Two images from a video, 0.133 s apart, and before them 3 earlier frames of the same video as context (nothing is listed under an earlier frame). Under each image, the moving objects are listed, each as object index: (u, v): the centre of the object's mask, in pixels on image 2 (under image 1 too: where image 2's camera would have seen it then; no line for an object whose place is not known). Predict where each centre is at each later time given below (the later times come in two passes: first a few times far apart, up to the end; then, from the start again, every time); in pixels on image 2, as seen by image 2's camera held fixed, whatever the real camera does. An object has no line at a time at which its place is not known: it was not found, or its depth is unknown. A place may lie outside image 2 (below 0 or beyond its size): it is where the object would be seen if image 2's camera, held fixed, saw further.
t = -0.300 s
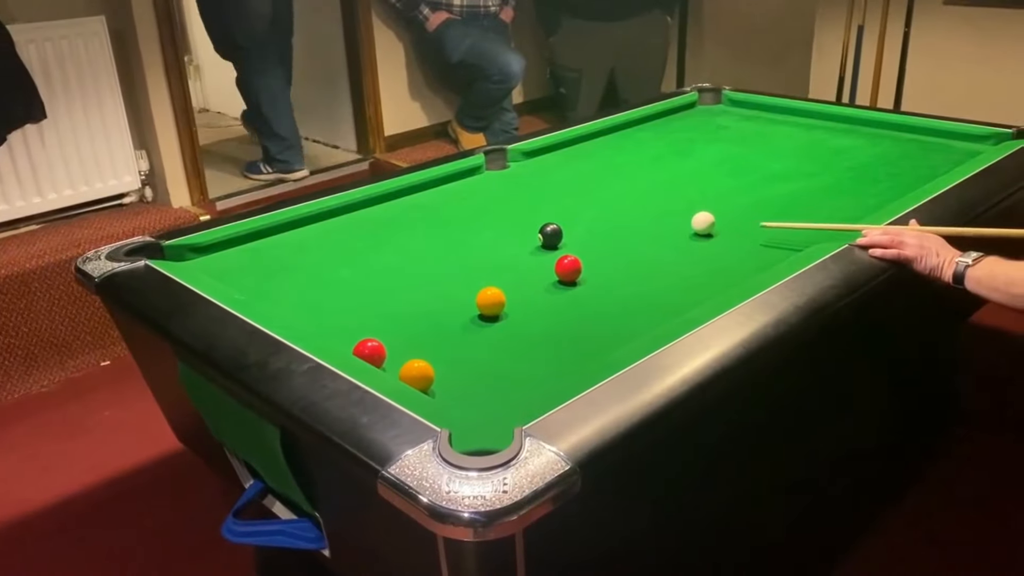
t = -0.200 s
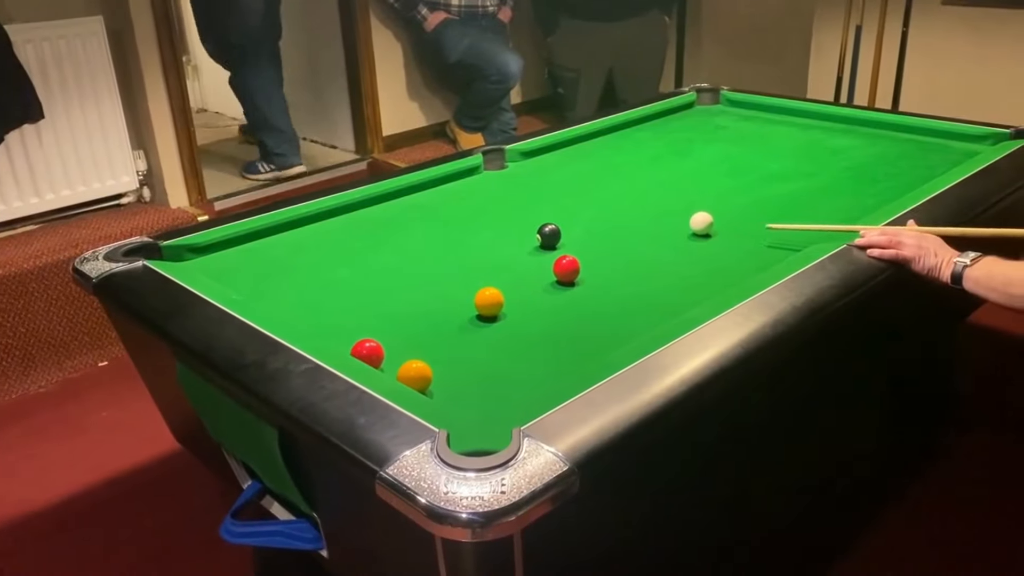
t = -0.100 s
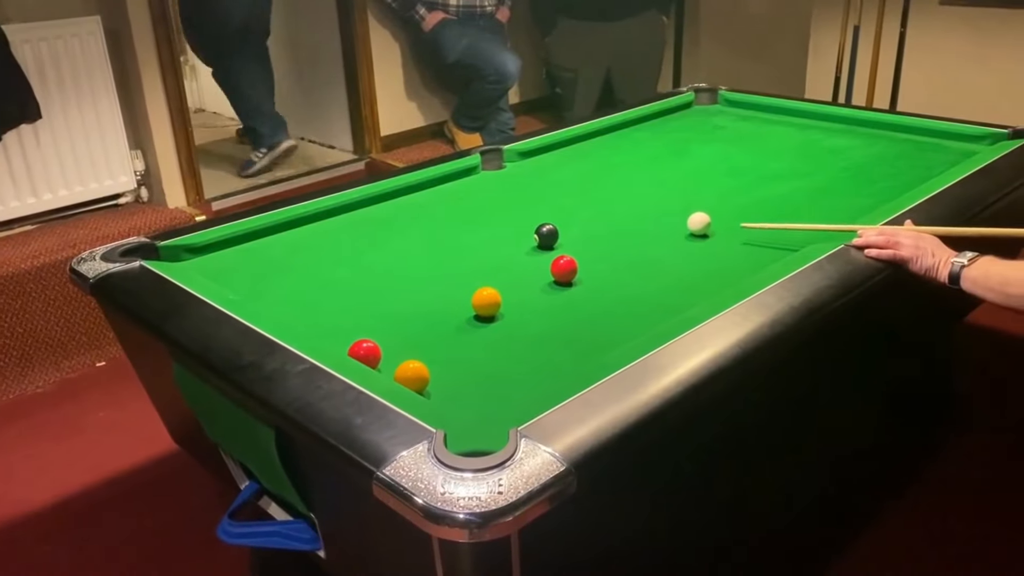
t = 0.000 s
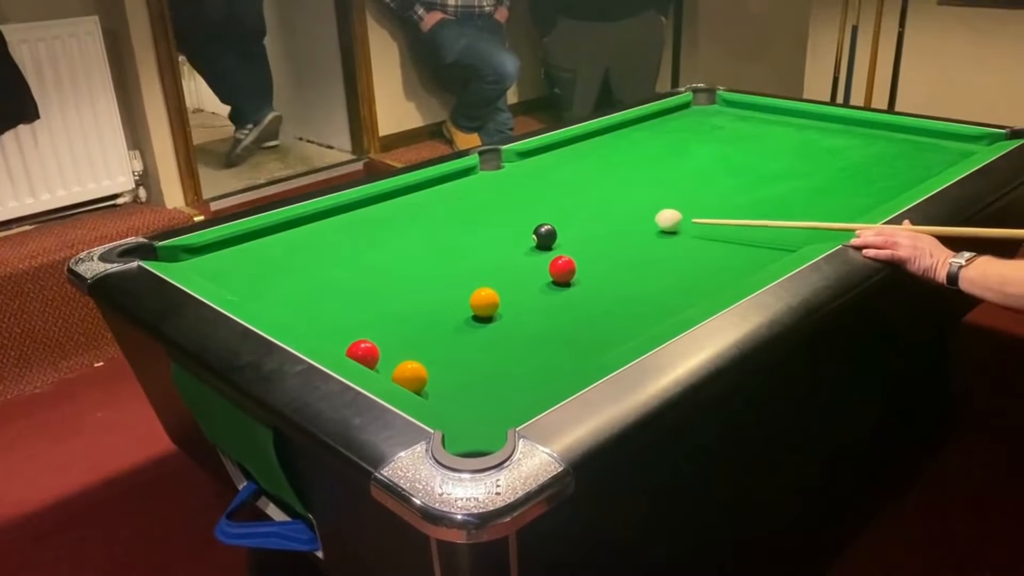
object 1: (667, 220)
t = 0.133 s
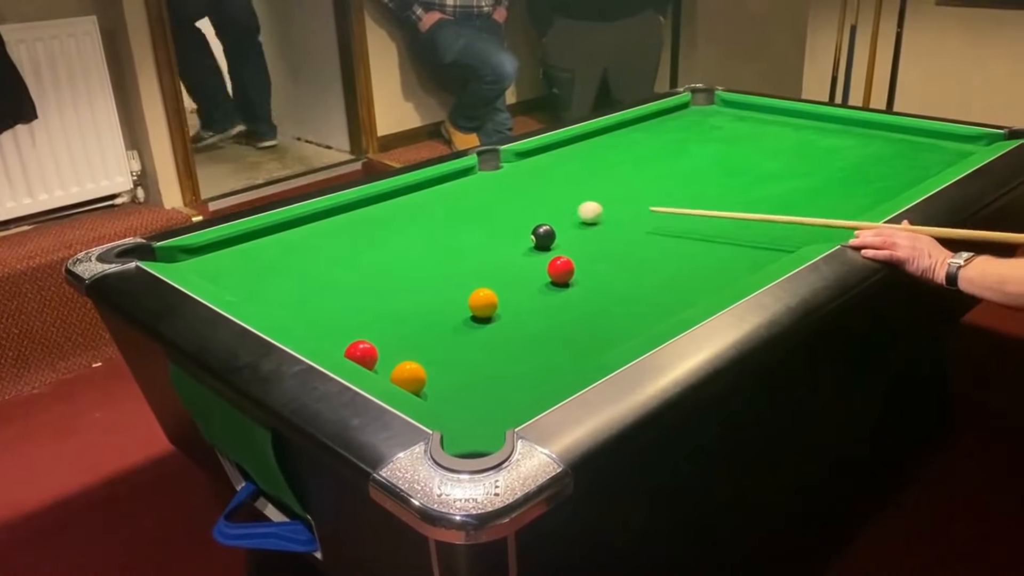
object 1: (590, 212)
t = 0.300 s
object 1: (510, 203)
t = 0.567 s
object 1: (406, 193)
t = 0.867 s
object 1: (437, 219)
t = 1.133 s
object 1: (465, 244)
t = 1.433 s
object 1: (501, 276)
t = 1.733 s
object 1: (541, 311)
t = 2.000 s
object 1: (580, 346)
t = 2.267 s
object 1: (561, 352)
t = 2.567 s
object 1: (508, 342)
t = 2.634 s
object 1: (498, 340)
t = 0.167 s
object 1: (573, 210)
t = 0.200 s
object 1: (557, 209)
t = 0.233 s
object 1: (541, 207)
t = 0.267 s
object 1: (526, 205)
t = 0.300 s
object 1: (510, 203)
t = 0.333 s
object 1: (495, 201)
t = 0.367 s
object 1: (480, 200)
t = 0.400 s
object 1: (466, 198)
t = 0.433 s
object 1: (452, 196)
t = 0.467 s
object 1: (437, 195)
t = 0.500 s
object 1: (424, 193)
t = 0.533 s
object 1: (410, 192)
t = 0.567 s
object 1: (406, 193)
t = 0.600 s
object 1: (410, 196)
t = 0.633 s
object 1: (414, 199)
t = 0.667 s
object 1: (417, 201)
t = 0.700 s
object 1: (420, 204)
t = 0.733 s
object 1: (424, 207)
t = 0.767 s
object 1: (427, 210)
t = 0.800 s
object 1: (431, 213)
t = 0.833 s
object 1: (434, 216)
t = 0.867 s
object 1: (437, 219)
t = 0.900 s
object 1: (441, 222)
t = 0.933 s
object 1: (444, 225)
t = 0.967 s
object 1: (447, 228)
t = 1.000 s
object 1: (451, 231)
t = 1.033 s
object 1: (454, 234)
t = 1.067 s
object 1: (458, 237)
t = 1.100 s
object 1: (462, 241)
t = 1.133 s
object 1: (465, 244)
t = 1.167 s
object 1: (469, 247)
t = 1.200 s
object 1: (473, 251)
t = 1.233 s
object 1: (477, 254)
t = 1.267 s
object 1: (481, 257)
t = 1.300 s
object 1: (485, 261)
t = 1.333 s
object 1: (489, 265)
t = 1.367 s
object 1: (493, 268)
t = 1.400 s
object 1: (497, 272)
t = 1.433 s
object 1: (501, 276)
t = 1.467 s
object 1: (505, 279)
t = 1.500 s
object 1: (510, 283)
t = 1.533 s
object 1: (514, 287)
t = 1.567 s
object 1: (518, 291)
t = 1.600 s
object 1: (523, 295)
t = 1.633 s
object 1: (527, 299)
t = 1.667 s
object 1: (532, 303)
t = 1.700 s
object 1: (536, 307)
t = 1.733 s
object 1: (541, 311)
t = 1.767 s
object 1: (545, 315)
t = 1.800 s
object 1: (550, 319)
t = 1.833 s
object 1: (555, 324)
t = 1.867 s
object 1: (560, 328)
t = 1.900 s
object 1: (565, 332)
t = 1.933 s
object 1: (570, 337)
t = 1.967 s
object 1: (575, 341)
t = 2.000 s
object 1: (580, 346)
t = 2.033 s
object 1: (585, 350)
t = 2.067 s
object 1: (589, 352)
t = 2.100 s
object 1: (593, 353)
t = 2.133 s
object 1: (585, 354)
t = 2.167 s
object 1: (579, 355)
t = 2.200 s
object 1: (573, 354)
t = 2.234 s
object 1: (567, 353)
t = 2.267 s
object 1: (561, 352)
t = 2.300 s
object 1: (554, 351)
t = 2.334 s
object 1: (548, 350)
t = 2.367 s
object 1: (542, 348)
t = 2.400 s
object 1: (536, 347)
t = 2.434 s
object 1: (530, 346)
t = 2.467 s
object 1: (524, 345)
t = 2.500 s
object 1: (519, 344)
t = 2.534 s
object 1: (514, 343)
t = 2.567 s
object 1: (508, 342)
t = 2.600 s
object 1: (503, 341)
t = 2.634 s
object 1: (498, 340)
